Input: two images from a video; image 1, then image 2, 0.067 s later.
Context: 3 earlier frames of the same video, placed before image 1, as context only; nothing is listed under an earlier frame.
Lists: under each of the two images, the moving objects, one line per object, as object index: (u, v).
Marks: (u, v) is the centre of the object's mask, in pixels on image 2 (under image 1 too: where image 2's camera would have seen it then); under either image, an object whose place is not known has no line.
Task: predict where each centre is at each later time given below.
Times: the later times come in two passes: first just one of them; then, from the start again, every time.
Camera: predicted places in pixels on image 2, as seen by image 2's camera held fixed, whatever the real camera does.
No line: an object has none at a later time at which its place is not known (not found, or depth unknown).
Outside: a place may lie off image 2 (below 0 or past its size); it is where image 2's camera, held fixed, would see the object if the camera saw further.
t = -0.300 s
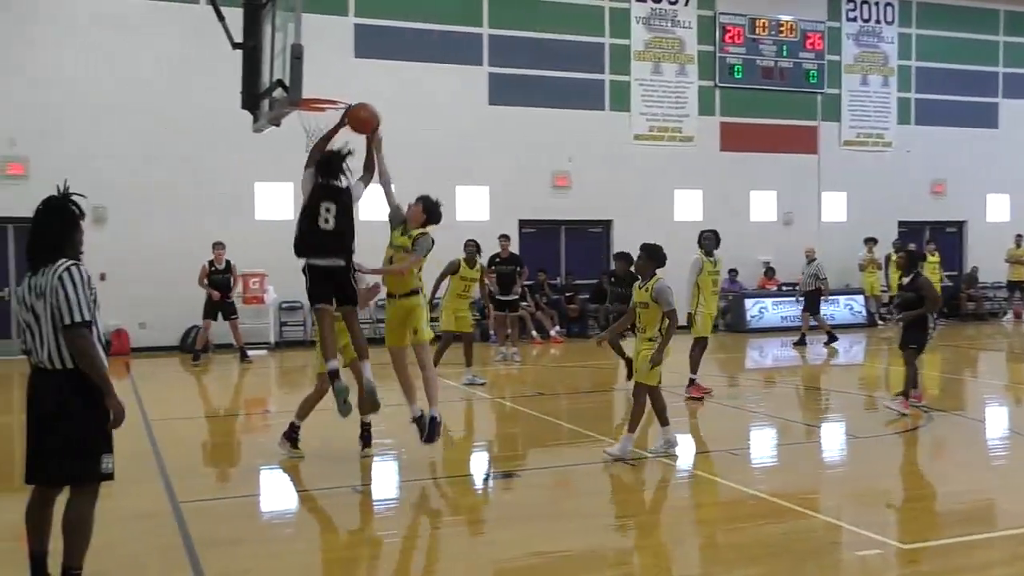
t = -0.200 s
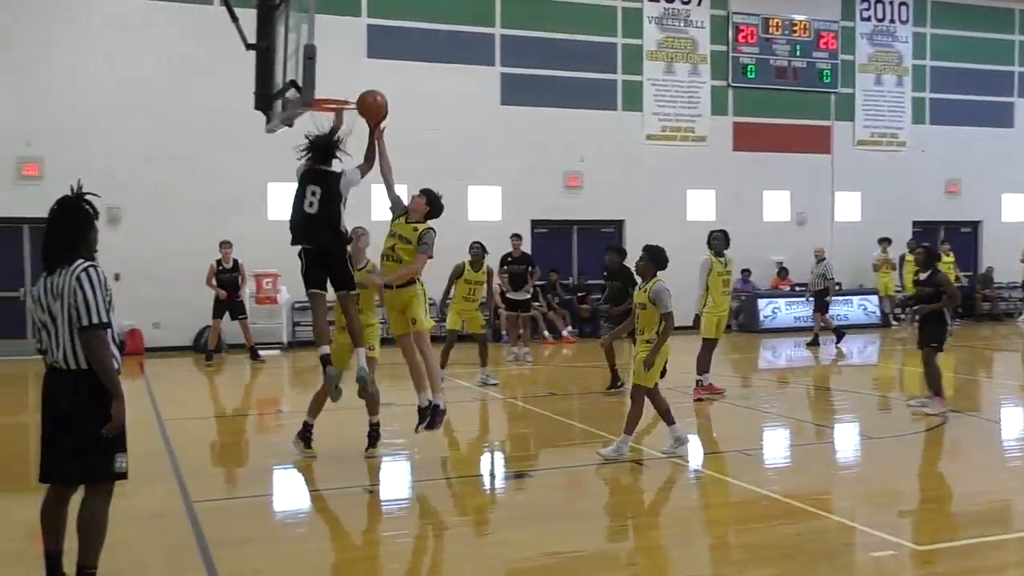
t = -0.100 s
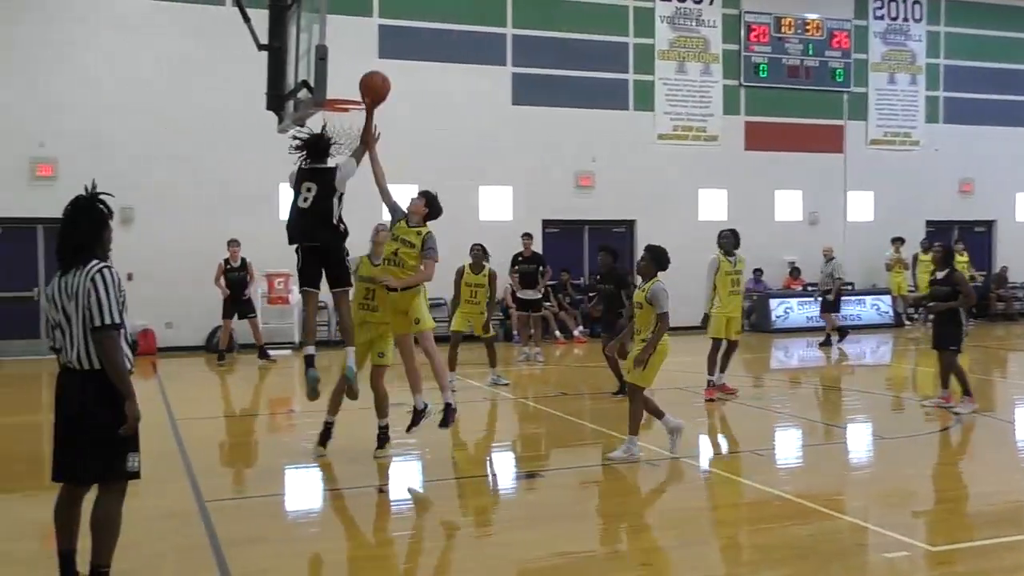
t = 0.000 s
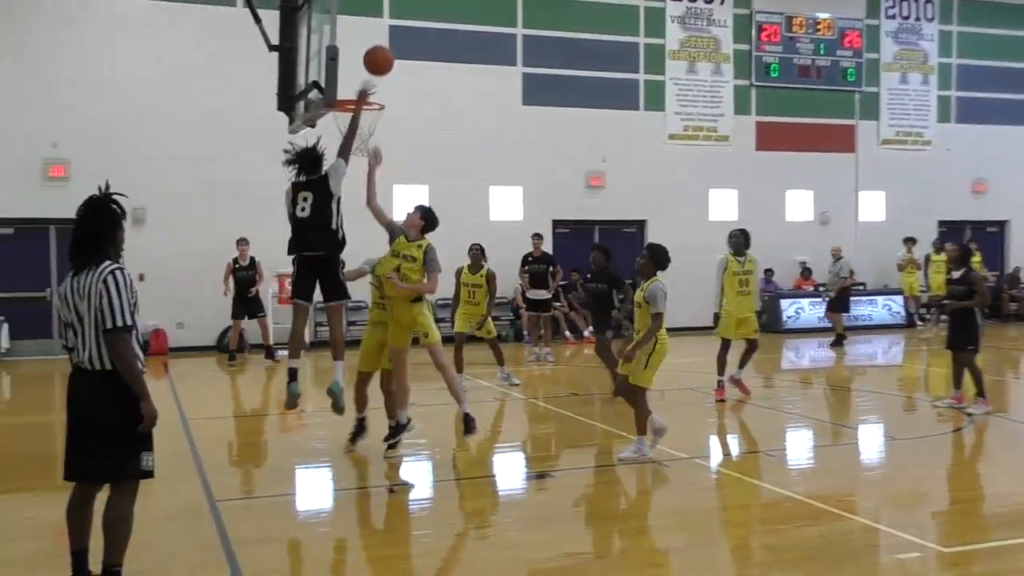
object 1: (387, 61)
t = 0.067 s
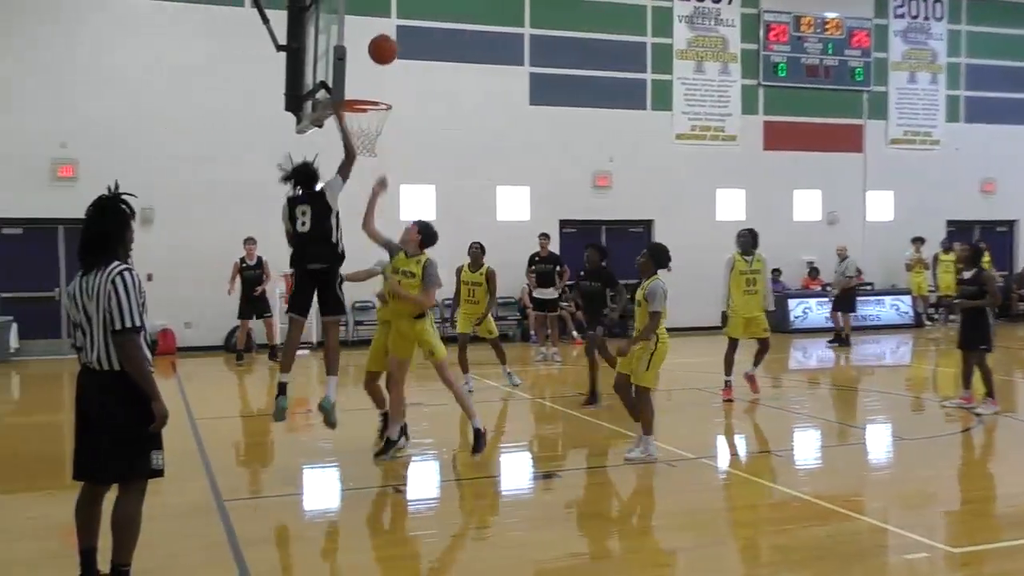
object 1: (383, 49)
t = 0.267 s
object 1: (374, 49)
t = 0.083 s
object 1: (382, 48)
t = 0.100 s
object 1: (381, 46)
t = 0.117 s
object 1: (380, 45)
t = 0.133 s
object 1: (379, 44)
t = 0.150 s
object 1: (379, 43)
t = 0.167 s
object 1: (378, 43)
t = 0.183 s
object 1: (377, 43)
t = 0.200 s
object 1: (376, 44)
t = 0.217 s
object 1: (376, 45)
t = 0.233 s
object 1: (375, 46)
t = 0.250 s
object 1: (374, 47)
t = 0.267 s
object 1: (374, 49)
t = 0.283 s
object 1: (373, 51)
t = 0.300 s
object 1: (372, 54)
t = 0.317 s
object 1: (371, 57)
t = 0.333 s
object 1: (371, 59)
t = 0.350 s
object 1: (370, 63)
